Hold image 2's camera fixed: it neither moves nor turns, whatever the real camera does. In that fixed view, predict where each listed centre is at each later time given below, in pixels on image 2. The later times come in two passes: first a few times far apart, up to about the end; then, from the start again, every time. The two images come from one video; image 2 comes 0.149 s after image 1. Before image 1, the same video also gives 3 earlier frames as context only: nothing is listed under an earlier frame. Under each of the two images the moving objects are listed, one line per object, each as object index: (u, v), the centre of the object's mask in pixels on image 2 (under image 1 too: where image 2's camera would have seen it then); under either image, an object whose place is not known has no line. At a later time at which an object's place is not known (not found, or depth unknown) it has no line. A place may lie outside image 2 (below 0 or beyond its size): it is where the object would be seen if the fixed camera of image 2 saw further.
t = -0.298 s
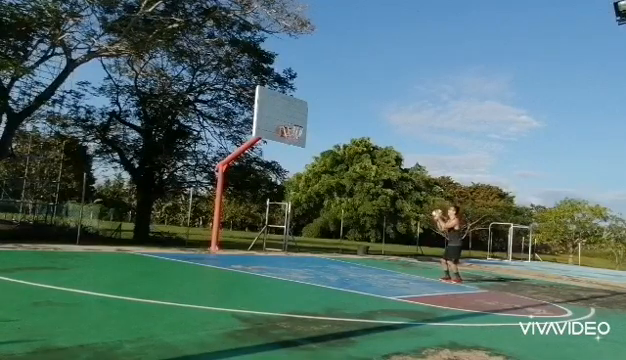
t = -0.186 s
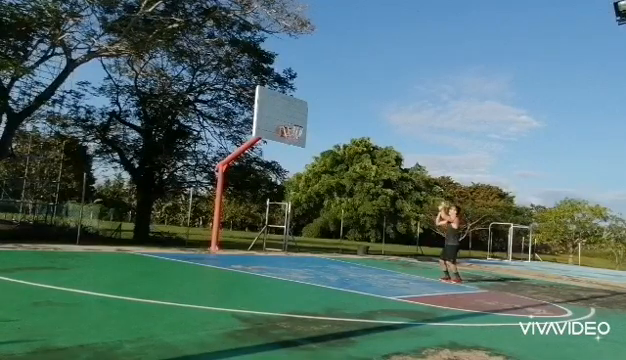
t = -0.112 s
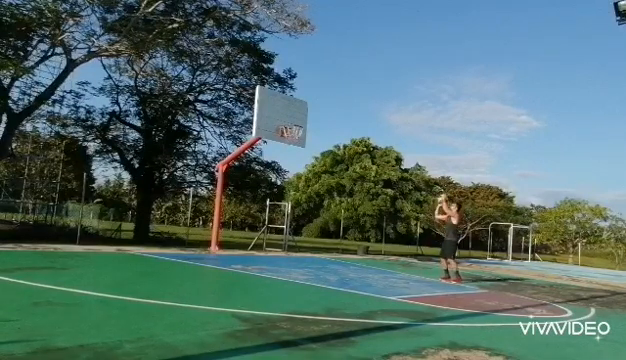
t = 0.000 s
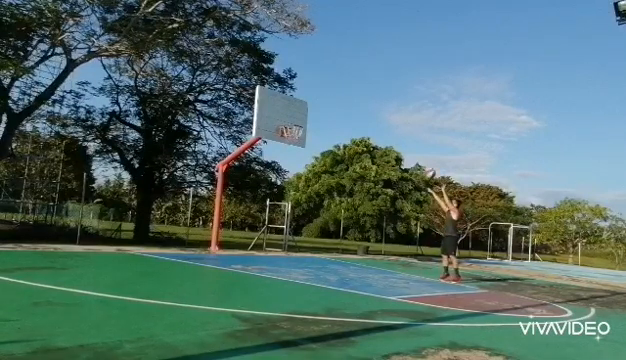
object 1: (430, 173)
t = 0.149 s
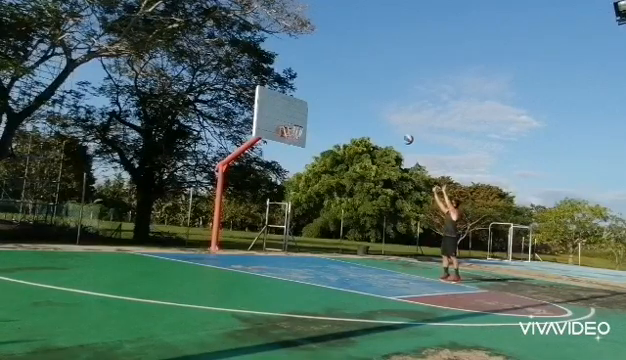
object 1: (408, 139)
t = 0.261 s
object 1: (392, 120)
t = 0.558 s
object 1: (347, 96)
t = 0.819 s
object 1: (308, 105)
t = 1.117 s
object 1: (287, 104)
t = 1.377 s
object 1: (290, 91)
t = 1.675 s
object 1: (291, 107)
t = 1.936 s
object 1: (291, 110)
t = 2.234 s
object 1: (293, 103)
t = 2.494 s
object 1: (292, 125)
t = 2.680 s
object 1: (306, 125)
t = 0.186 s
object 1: (402, 132)
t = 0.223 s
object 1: (397, 126)
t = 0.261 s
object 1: (392, 120)
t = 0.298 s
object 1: (386, 115)
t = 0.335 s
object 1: (381, 111)
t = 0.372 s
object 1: (375, 107)
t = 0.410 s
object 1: (369, 104)
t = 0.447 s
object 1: (364, 101)
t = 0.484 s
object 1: (358, 99)
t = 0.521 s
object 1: (353, 97)
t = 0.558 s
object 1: (347, 96)
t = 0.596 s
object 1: (342, 95)
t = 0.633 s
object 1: (336, 96)
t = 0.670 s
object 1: (330, 96)
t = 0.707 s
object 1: (325, 97)
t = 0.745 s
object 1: (319, 99)
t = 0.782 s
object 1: (314, 101)
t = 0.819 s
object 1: (308, 105)
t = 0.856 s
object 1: (302, 107)
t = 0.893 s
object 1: (296, 111)
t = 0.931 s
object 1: (291, 116)
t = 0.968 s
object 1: (284, 121)
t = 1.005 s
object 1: (284, 117)
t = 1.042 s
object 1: (285, 112)
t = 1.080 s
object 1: (286, 108)
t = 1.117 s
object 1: (287, 104)
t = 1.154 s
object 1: (288, 100)
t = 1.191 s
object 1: (288, 97)
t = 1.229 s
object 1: (288, 94)
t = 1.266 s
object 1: (289, 93)
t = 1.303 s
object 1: (289, 92)
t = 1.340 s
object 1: (289, 91)
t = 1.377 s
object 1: (290, 91)
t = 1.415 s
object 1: (290, 91)
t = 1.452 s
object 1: (290, 91)
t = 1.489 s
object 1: (291, 92)
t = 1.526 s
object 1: (291, 93)
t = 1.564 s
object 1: (291, 95)
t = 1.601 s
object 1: (291, 98)
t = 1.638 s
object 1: (290, 101)
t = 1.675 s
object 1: (291, 107)
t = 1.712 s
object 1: (290, 112)
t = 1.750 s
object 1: (290, 117)
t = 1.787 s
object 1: (290, 123)
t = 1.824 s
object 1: (290, 121)
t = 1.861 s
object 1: (290, 117)
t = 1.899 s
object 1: (290, 113)
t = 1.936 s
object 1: (291, 110)
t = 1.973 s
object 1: (291, 107)
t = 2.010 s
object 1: (291, 105)
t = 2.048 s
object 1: (291, 103)
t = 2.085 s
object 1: (291, 102)
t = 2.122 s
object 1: (292, 102)
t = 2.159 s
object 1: (292, 102)
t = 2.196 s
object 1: (292, 102)
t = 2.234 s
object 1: (293, 103)
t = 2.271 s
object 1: (293, 106)
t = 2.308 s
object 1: (293, 108)
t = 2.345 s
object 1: (293, 111)
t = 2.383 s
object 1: (293, 114)
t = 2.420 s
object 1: (293, 118)
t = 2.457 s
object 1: (293, 123)
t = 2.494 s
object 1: (292, 125)
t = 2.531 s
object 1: (293, 124)
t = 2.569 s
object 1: (297, 125)
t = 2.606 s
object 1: (300, 124)
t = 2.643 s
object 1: (302, 124)
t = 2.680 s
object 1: (306, 125)
